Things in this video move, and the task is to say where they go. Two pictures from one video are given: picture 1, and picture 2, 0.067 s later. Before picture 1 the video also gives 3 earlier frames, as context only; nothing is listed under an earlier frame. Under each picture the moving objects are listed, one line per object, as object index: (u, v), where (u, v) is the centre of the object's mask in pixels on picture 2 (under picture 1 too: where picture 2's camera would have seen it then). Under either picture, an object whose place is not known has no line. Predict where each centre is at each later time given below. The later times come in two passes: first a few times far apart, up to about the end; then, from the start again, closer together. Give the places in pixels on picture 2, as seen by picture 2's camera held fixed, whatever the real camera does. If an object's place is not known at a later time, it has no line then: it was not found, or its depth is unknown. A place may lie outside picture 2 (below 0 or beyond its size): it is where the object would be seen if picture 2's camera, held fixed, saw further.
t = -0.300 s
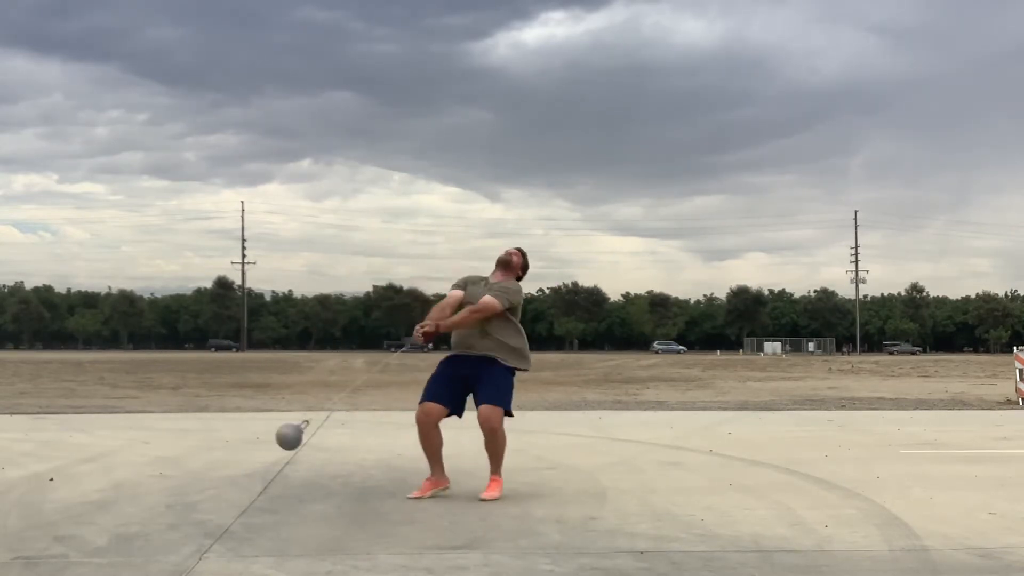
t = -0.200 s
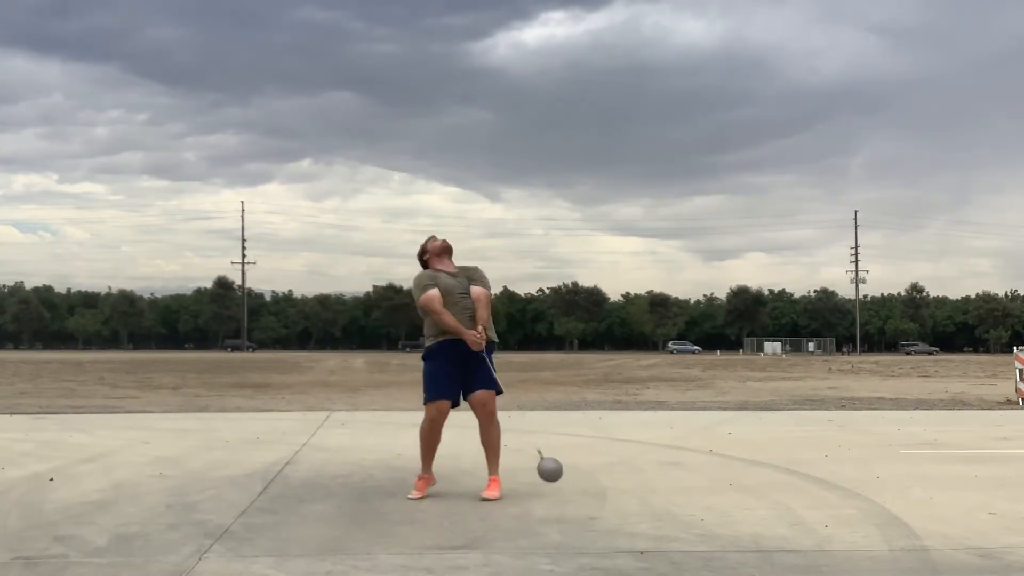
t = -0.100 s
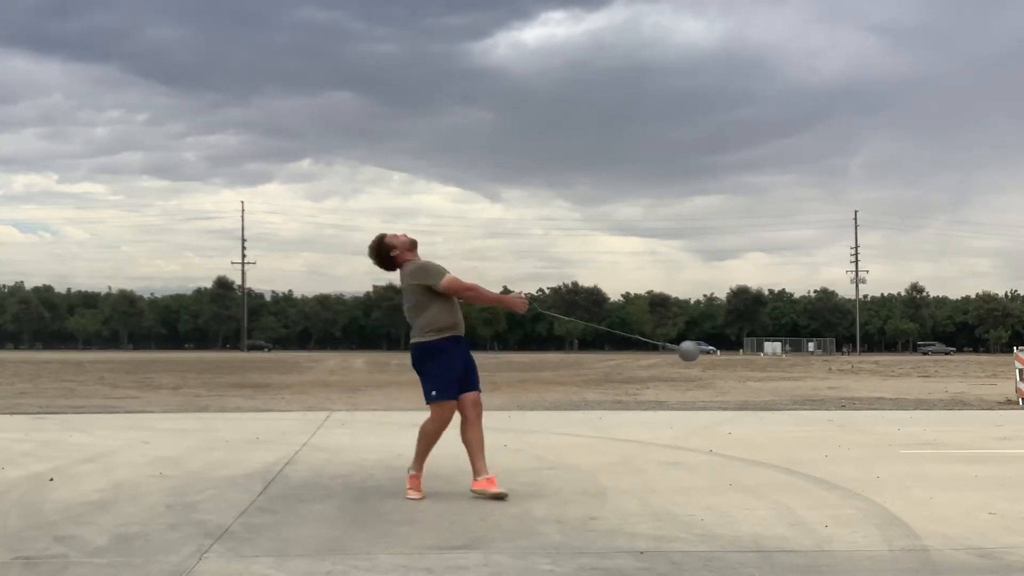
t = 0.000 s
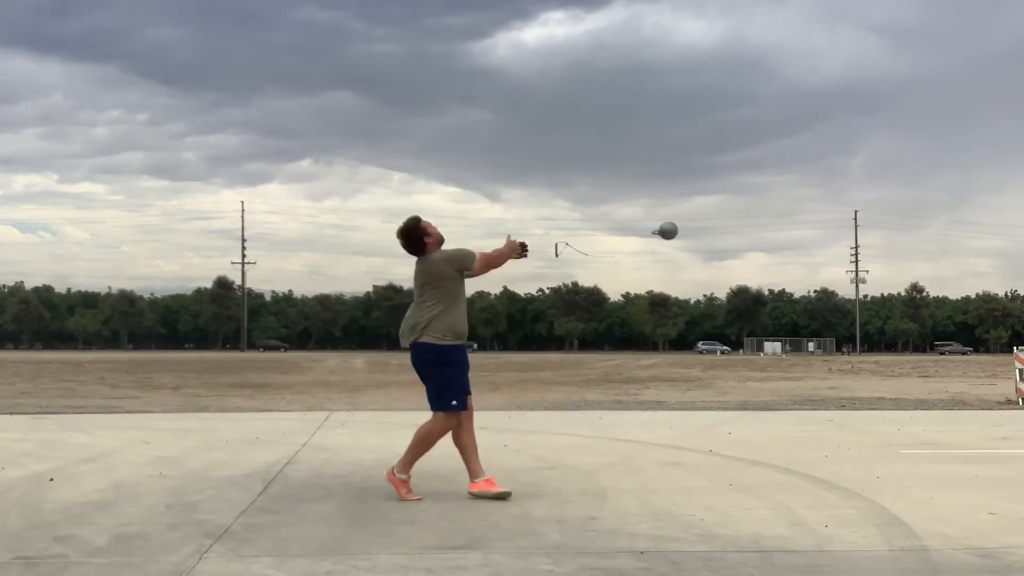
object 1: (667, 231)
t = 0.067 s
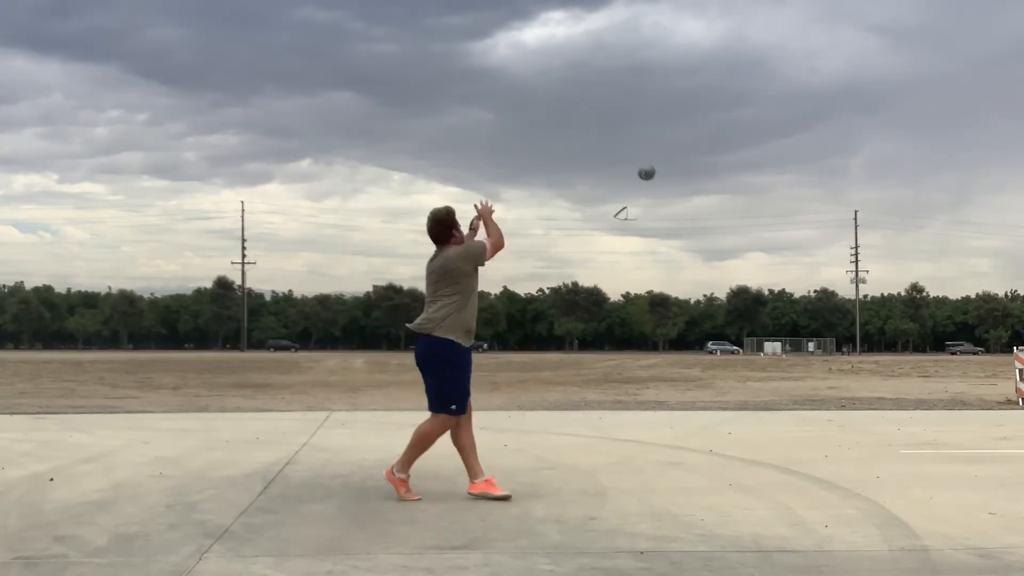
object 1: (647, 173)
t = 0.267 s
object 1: (601, 67)
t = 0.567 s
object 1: (556, 23)
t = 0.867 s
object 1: (531, 48)
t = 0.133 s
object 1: (628, 129)
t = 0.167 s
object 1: (620, 111)
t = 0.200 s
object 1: (614, 94)
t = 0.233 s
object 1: (608, 79)
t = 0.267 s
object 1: (601, 67)
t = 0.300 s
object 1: (595, 56)
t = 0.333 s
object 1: (589, 48)
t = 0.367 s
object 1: (583, 41)
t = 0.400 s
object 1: (578, 35)
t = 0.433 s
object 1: (573, 31)
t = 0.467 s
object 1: (569, 28)
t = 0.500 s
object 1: (564, 25)
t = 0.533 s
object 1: (560, 23)
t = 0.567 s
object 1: (556, 23)
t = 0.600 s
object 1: (552, 23)
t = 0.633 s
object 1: (549, 24)
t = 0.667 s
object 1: (546, 26)
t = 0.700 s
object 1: (544, 28)
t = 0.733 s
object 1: (541, 31)
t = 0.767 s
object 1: (538, 35)
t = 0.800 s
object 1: (536, 39)
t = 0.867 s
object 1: (531, 48)
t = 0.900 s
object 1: (528, 54)
